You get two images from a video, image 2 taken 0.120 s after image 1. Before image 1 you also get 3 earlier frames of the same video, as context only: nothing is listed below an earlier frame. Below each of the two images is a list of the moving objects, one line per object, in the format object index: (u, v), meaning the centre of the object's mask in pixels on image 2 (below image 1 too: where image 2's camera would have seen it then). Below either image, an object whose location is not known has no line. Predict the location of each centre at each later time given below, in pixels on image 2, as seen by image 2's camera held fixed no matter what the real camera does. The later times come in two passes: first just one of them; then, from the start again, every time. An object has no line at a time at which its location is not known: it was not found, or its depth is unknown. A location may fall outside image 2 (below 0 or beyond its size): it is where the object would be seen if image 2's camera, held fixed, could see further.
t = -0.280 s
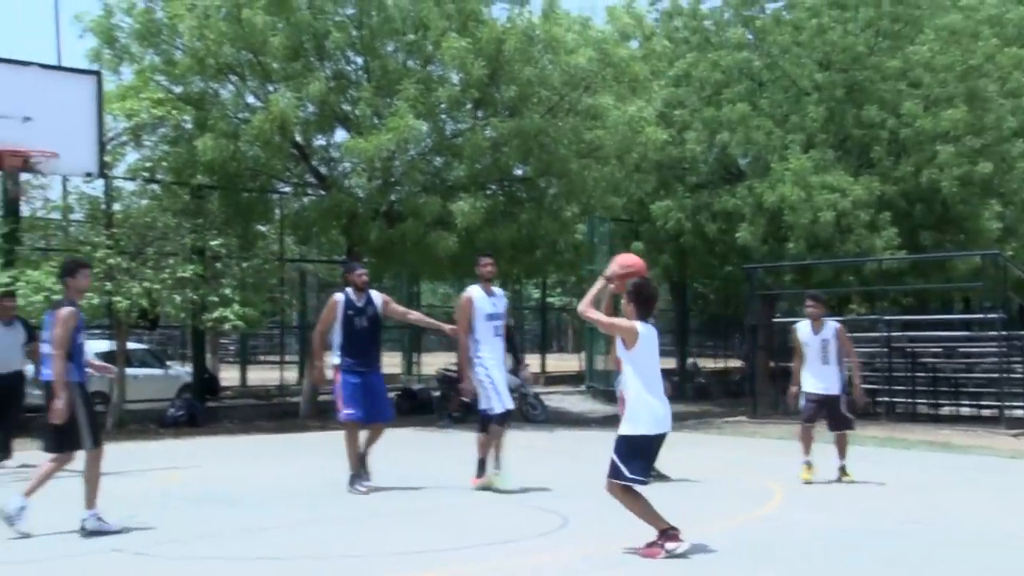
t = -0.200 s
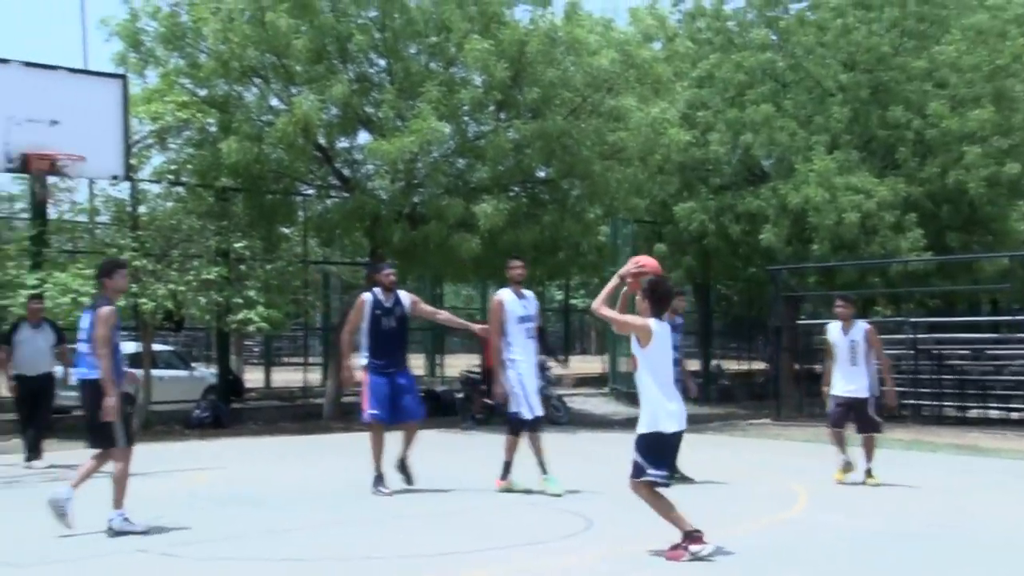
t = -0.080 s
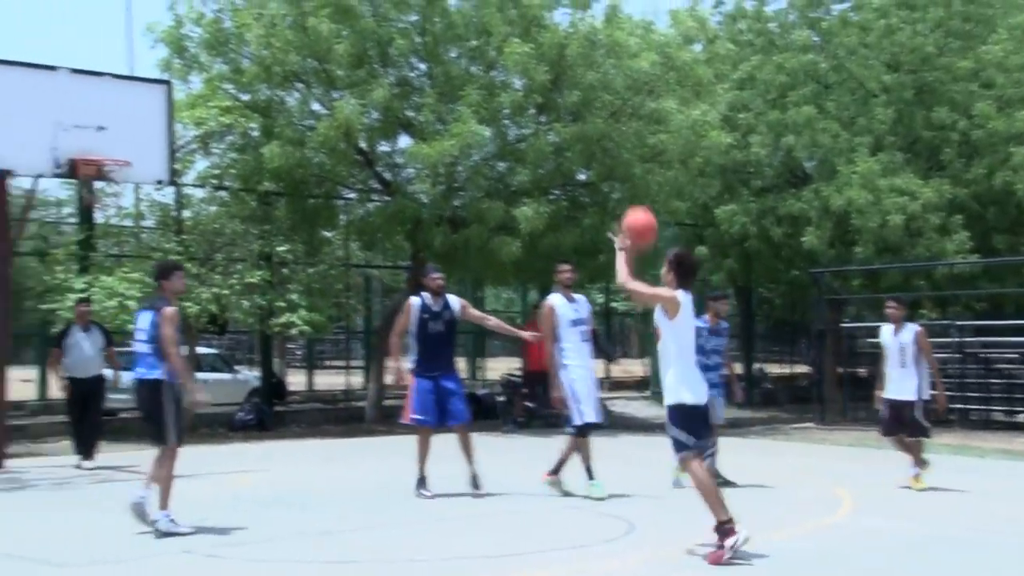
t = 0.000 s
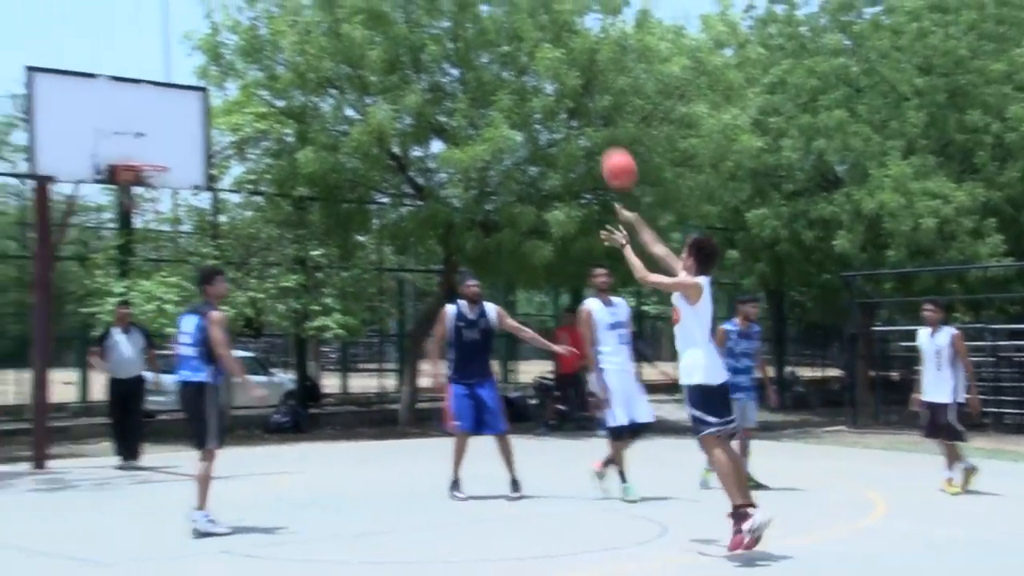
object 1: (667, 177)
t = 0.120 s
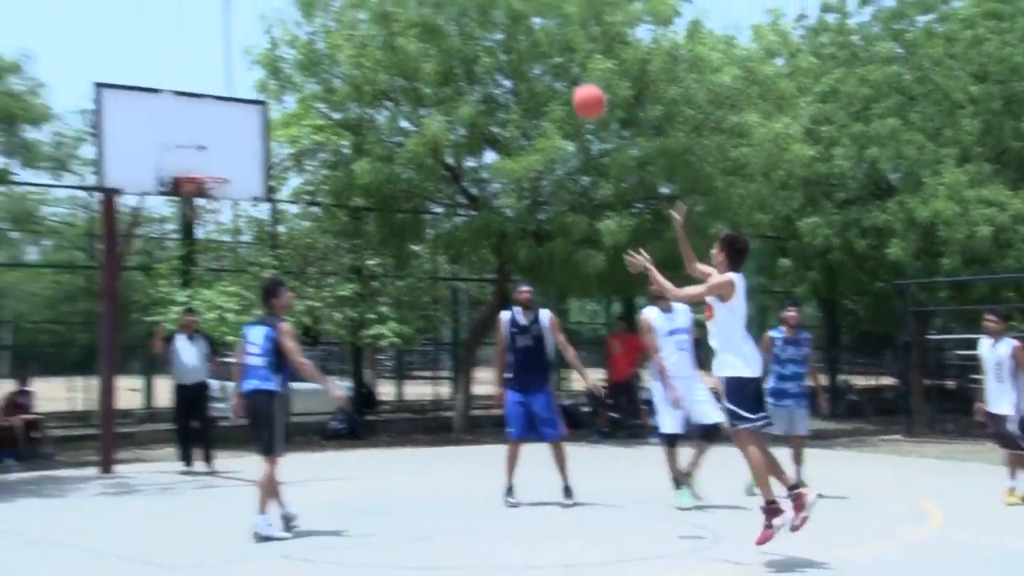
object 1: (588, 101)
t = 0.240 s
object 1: (517, 51)
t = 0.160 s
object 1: (564, 82)
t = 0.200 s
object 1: (540, 64)
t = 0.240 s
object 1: (517, 51)
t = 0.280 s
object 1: (494, 38)
